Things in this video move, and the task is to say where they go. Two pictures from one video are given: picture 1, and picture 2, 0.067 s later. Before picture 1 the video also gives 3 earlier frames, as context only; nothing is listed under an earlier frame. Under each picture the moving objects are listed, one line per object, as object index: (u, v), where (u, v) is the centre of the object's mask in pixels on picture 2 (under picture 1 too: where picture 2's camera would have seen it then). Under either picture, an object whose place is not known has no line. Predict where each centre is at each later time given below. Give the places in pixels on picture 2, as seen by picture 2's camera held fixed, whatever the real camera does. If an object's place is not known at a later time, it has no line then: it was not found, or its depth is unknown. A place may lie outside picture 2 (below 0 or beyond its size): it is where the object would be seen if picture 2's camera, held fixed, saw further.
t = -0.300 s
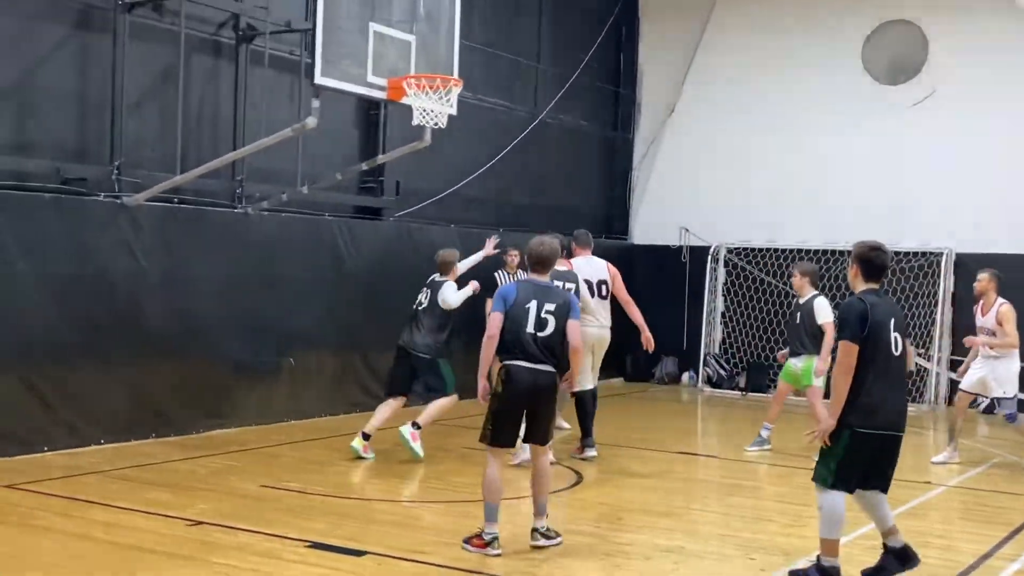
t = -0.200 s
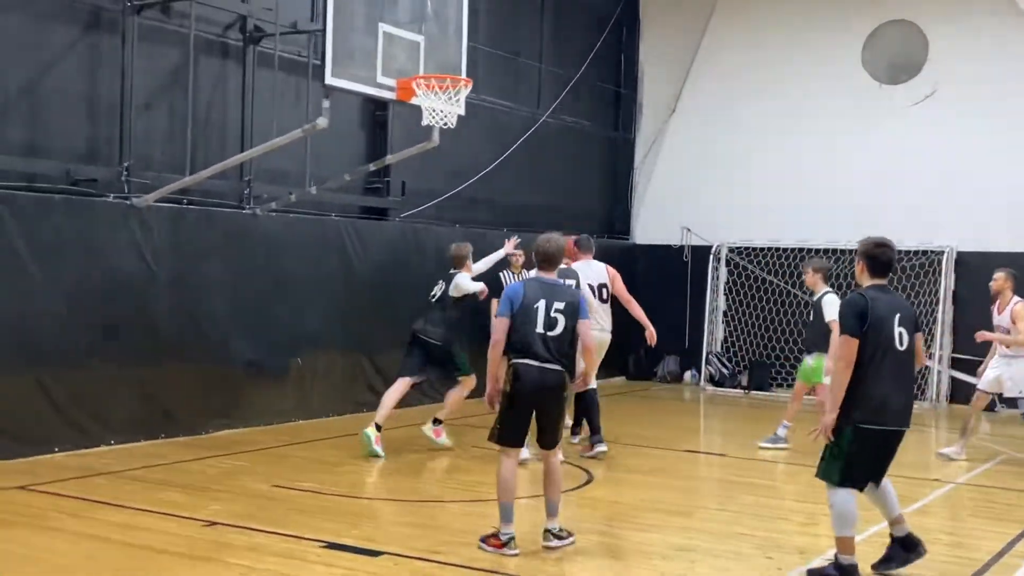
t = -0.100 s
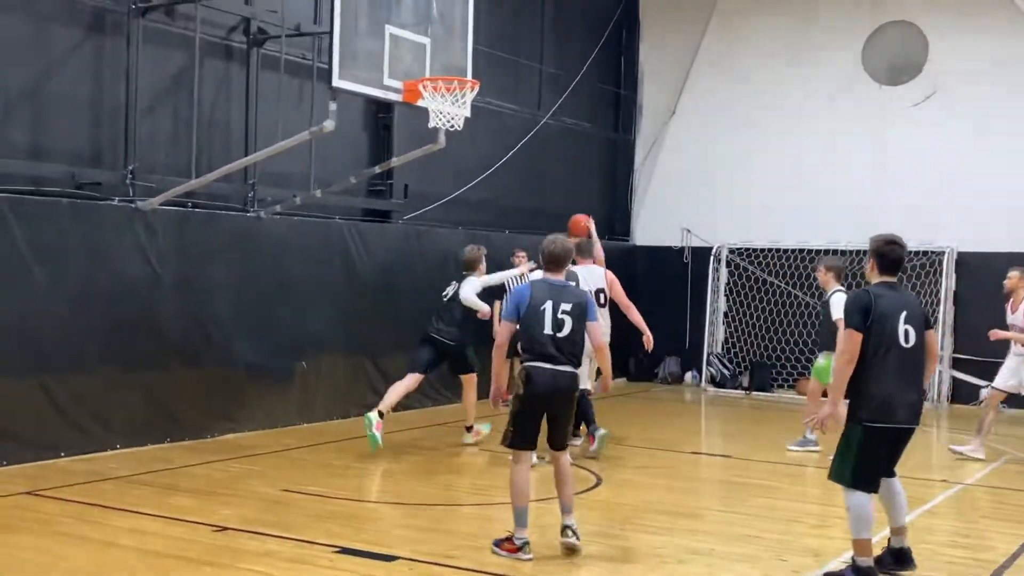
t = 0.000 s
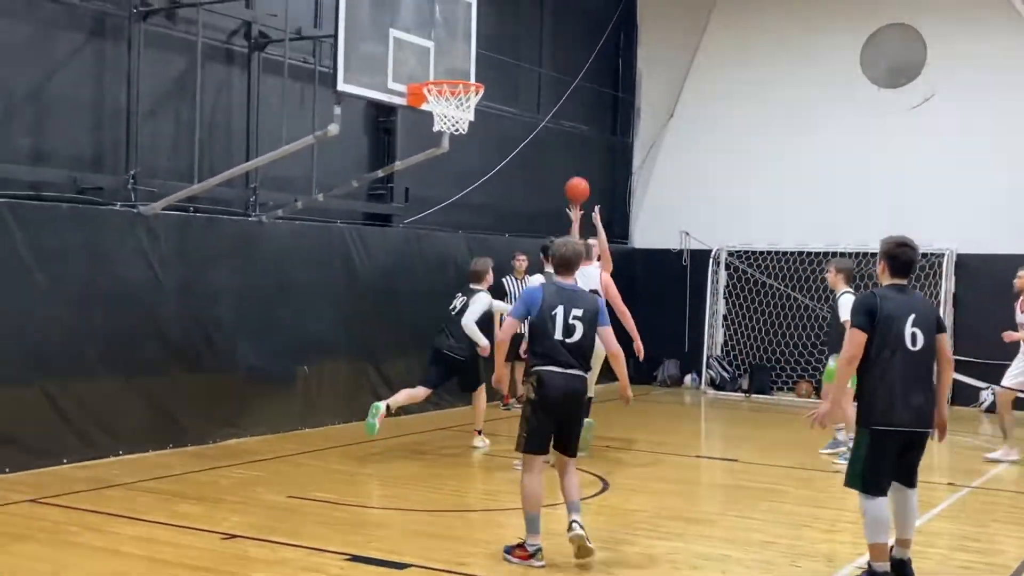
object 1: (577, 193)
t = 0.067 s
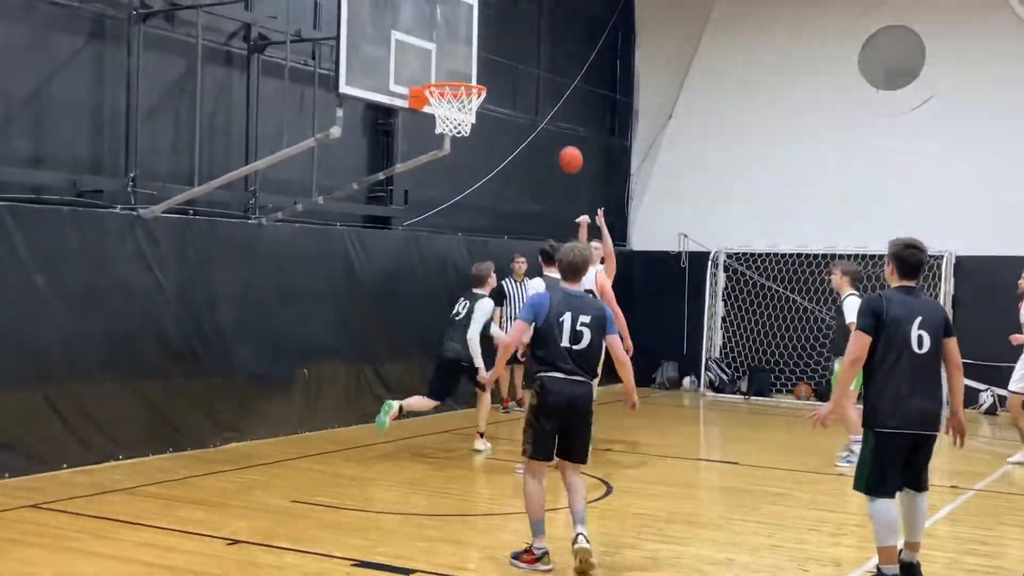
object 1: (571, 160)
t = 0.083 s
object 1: (569, 152)
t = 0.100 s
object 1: (568, 145)
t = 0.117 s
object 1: (566, 137)
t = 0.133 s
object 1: (564, 131)
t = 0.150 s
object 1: (562, 125)
